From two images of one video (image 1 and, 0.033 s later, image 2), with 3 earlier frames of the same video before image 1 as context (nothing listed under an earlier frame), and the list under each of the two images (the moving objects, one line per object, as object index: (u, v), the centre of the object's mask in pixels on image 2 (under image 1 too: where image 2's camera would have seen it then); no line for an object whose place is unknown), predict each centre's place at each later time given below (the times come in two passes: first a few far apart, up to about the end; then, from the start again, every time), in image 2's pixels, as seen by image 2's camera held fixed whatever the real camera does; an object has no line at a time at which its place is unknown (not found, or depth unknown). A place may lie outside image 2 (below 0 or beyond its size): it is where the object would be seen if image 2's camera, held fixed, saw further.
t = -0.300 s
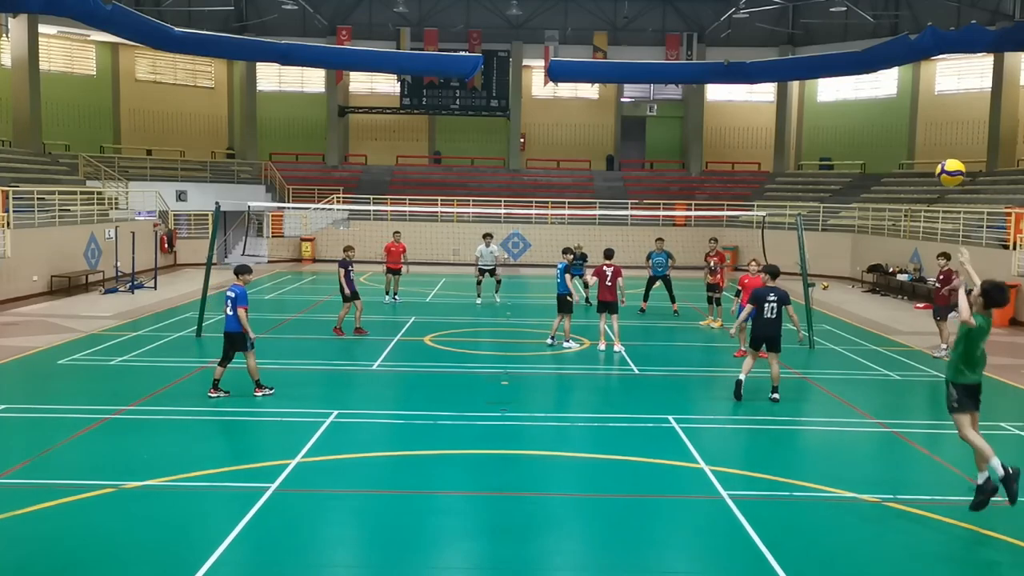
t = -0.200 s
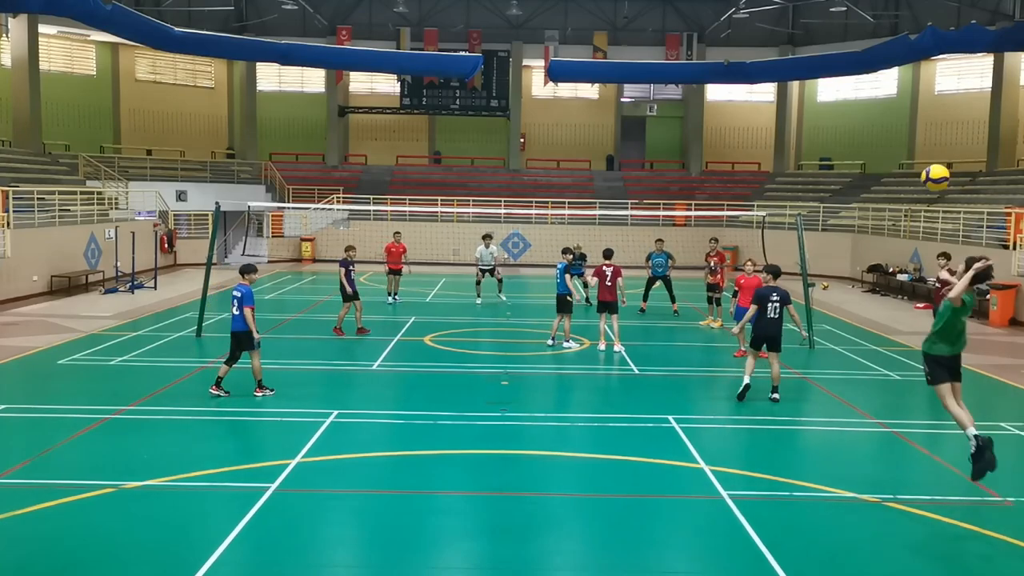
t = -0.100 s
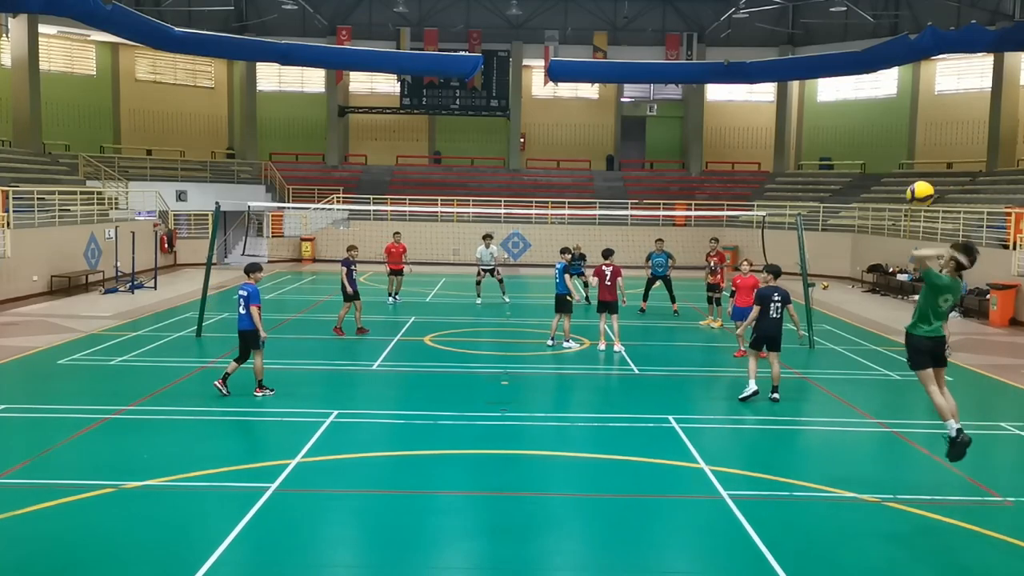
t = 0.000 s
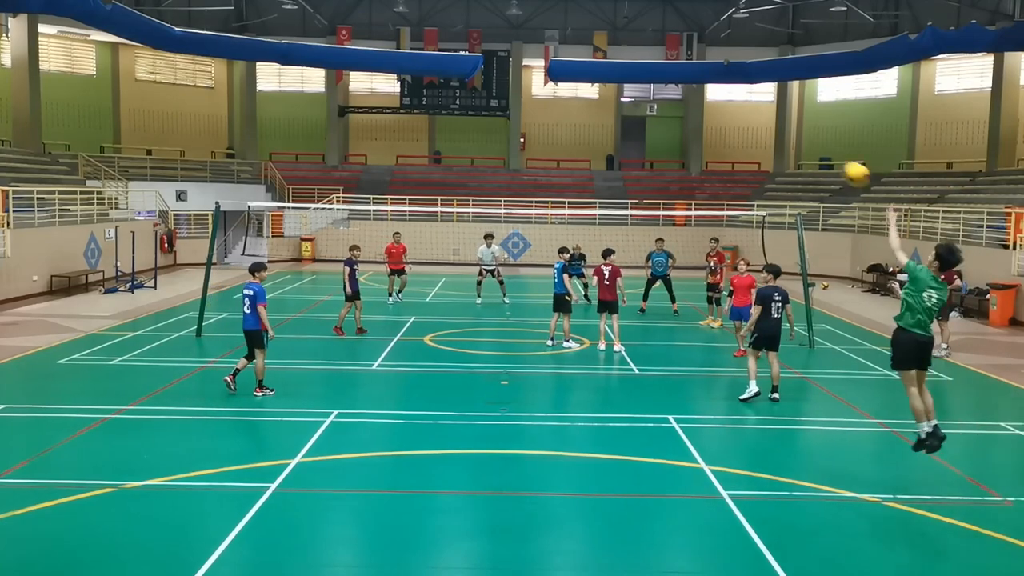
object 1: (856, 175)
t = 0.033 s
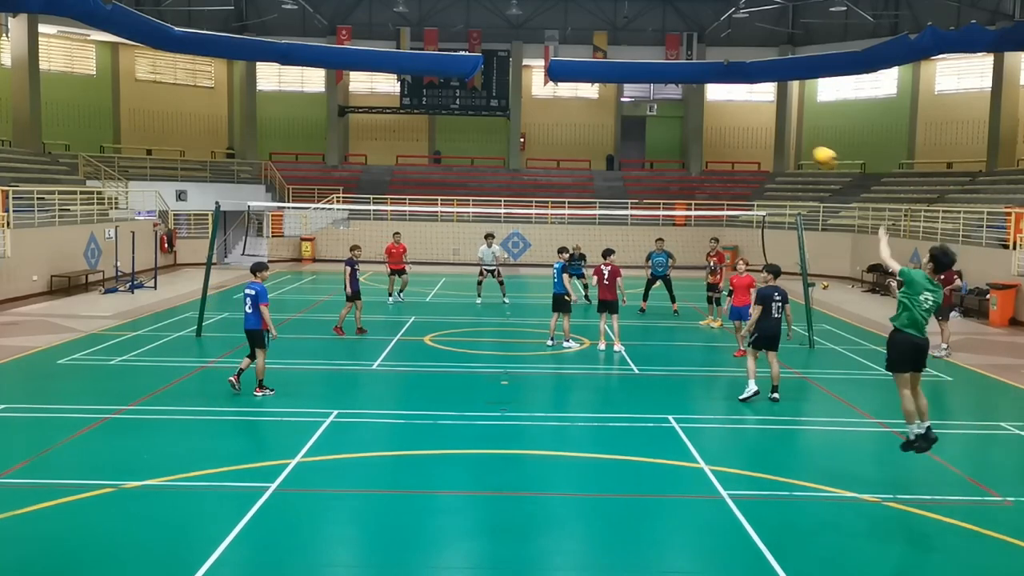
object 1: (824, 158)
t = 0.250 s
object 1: (686, 104)
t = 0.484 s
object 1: (607, 98)
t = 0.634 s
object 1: (574, 111)
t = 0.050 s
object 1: (810, 150)
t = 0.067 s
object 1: (796, 143)
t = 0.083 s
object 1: (784, 139)
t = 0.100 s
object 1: (771, 133)
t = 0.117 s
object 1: (759, 129)
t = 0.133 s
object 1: (748, 124)
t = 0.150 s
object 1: (738, 121)
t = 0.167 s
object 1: (728, 117)
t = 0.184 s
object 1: (719, 114)
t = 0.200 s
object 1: (710, 111)
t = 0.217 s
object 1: (701, 108)
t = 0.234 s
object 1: (694, 106)
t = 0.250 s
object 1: (686, 104)
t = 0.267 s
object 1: (679, 102)
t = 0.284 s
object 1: (673, 101)
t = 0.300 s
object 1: (665, 100)
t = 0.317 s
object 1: (659, 99)
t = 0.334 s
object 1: (653, 98)
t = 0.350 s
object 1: (647, 97)
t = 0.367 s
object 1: (641, 97)
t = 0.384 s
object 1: (636, 97)
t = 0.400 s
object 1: (630, 96)
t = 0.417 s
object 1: (625, 97)
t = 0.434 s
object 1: (620, 96)
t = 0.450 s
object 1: (616, 97)
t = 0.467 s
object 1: (612, 97)
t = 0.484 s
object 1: (607, 98)
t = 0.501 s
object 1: (603, 99)
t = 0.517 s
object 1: (599, 100)
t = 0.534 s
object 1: (595, 101)
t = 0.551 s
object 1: (591, 103)
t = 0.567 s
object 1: (588, 104)
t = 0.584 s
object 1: (584, 106)
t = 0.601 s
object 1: (581, 107)
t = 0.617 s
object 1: (577, 109)
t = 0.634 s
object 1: (574, 111)
